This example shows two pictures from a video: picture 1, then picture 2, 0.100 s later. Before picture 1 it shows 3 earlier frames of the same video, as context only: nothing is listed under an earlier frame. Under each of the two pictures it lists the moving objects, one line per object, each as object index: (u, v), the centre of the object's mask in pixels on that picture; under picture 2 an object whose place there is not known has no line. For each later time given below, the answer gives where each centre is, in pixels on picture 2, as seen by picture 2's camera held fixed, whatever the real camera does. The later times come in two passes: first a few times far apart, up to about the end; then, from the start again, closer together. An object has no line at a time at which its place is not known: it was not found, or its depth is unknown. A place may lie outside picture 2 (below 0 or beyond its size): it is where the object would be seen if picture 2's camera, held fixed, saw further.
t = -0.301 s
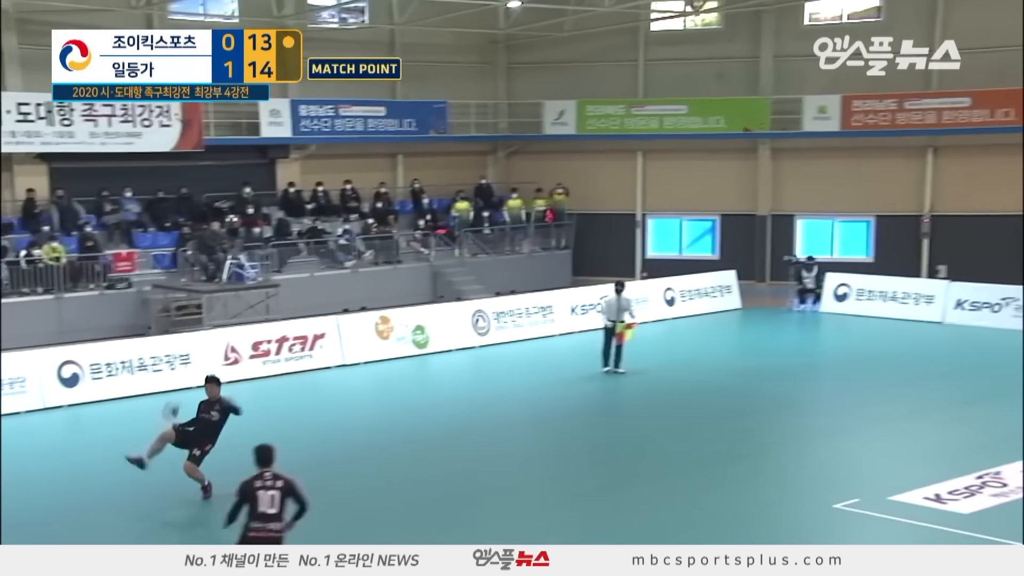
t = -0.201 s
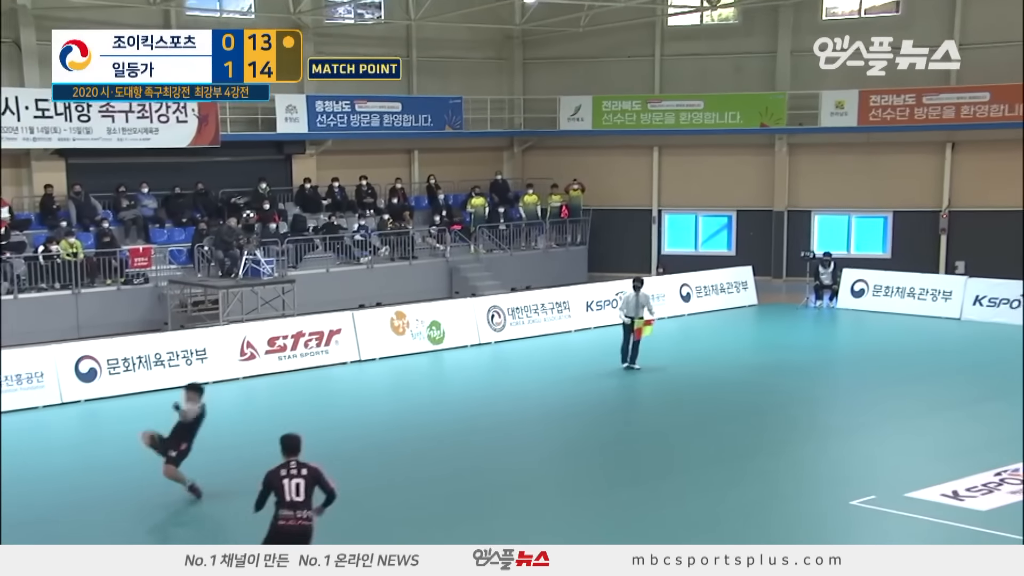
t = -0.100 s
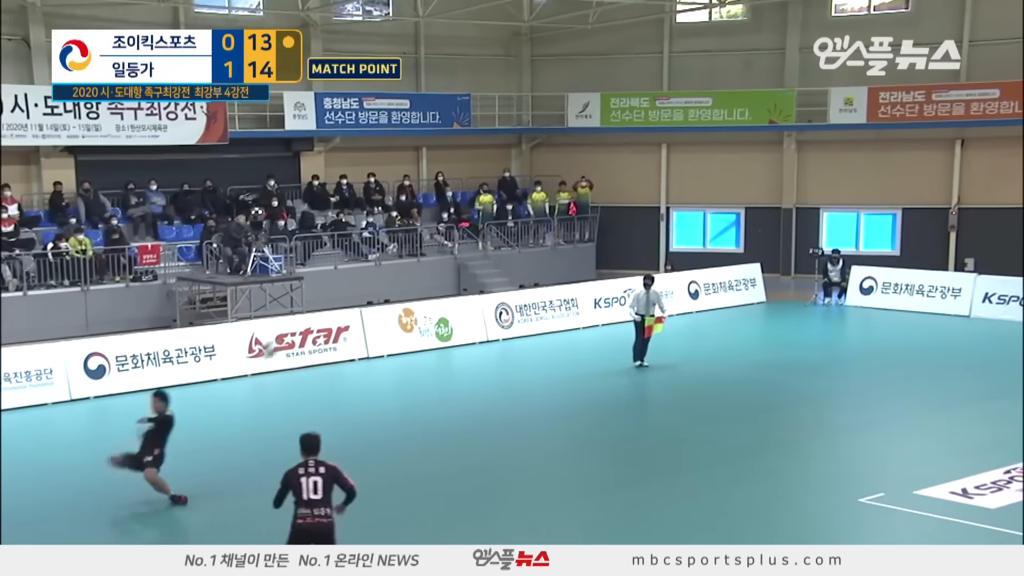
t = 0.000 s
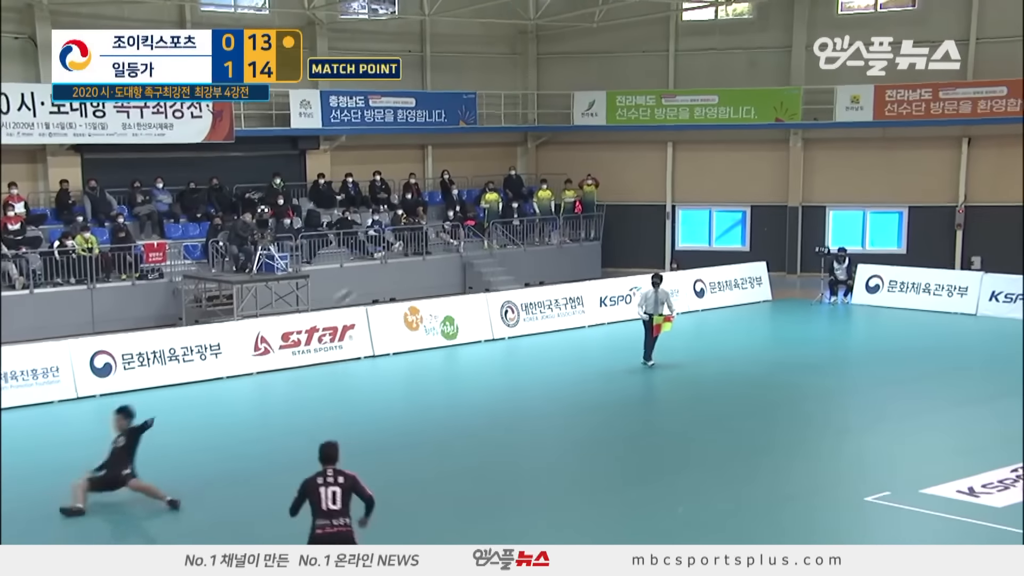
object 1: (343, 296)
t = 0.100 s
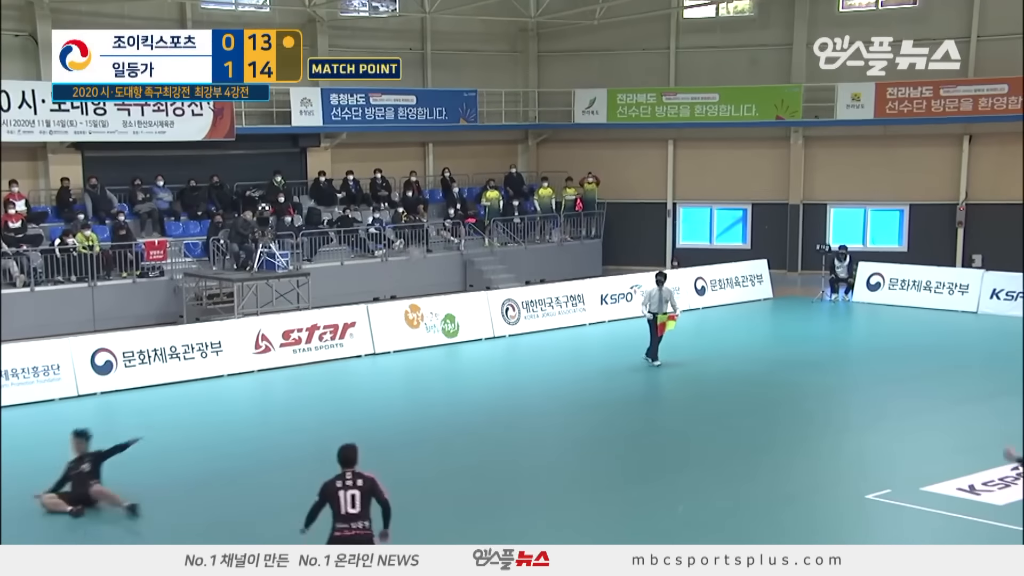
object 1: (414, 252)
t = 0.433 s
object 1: (642, 175)
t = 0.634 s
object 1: (776, 172)
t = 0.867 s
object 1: (930, 208)
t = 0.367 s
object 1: (600, 183)
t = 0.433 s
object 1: (642, 175)
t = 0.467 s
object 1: (666, 173)
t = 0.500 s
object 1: (687, 170)
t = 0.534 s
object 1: (712, 176)
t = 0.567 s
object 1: (731, 171)
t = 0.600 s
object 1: (755, 171)
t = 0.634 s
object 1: (776, 172)
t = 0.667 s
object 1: (799, 175)
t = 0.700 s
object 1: (820, 177)
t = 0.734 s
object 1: (842, 182)
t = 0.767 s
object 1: (865, 186)
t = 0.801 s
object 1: (886, 193)
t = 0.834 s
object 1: (912, 194)
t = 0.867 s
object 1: (930, 208)
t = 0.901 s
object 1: (953, 218)
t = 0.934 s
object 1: (974, 226)
